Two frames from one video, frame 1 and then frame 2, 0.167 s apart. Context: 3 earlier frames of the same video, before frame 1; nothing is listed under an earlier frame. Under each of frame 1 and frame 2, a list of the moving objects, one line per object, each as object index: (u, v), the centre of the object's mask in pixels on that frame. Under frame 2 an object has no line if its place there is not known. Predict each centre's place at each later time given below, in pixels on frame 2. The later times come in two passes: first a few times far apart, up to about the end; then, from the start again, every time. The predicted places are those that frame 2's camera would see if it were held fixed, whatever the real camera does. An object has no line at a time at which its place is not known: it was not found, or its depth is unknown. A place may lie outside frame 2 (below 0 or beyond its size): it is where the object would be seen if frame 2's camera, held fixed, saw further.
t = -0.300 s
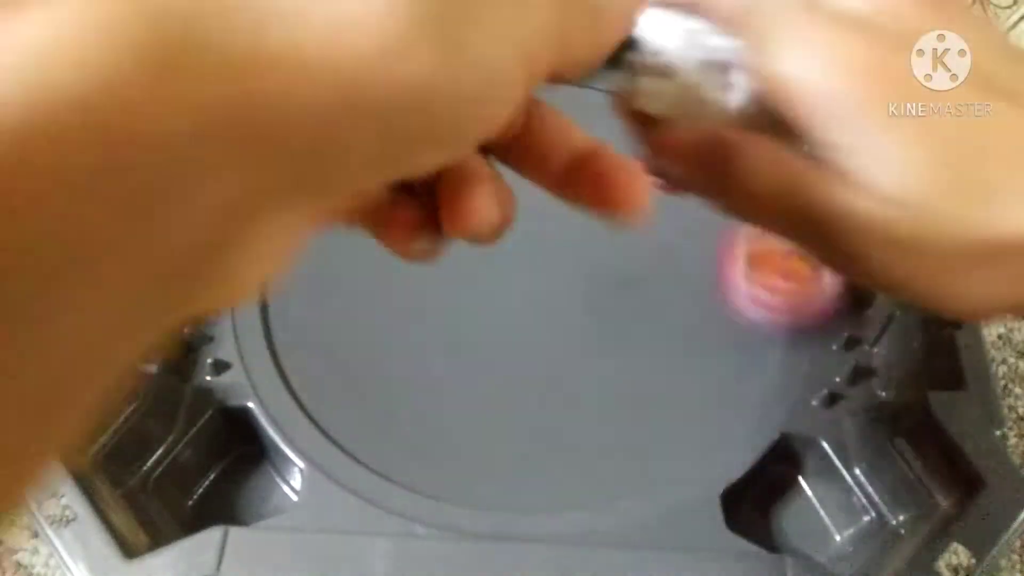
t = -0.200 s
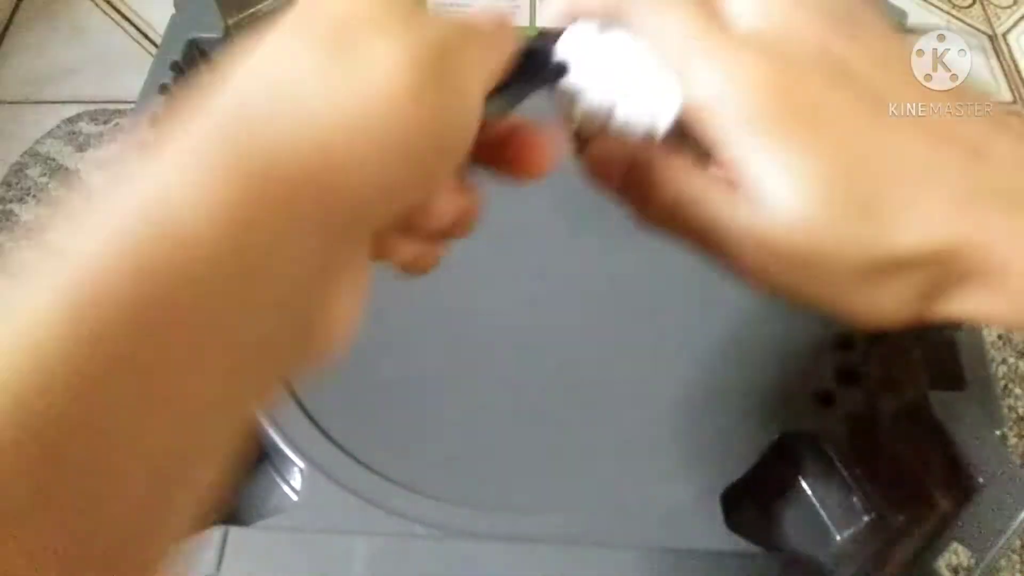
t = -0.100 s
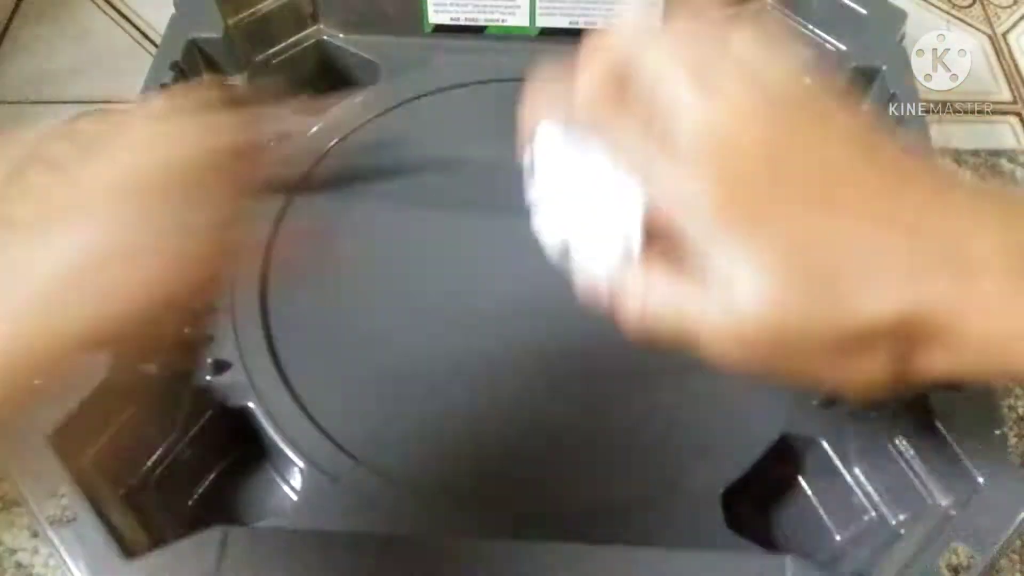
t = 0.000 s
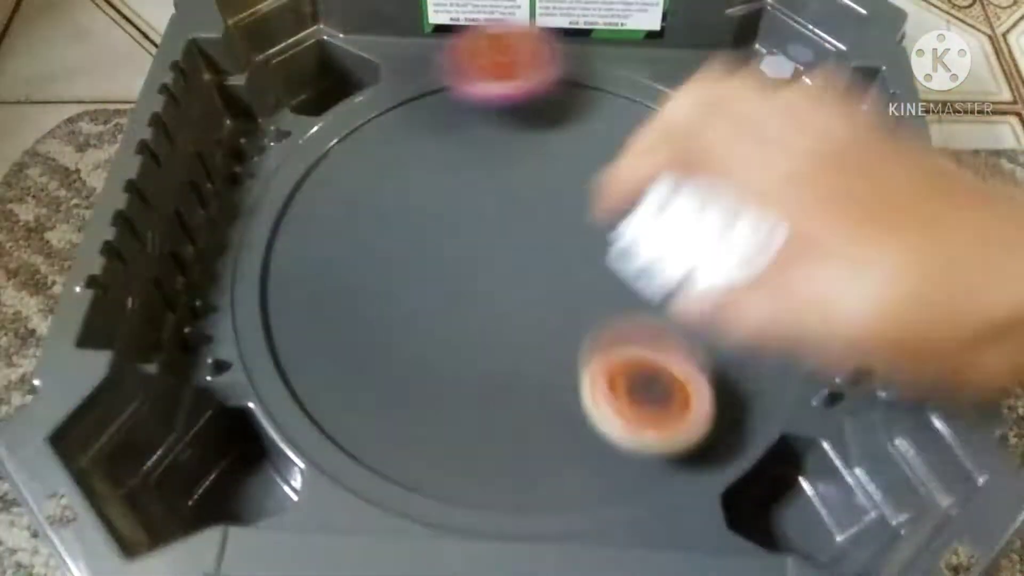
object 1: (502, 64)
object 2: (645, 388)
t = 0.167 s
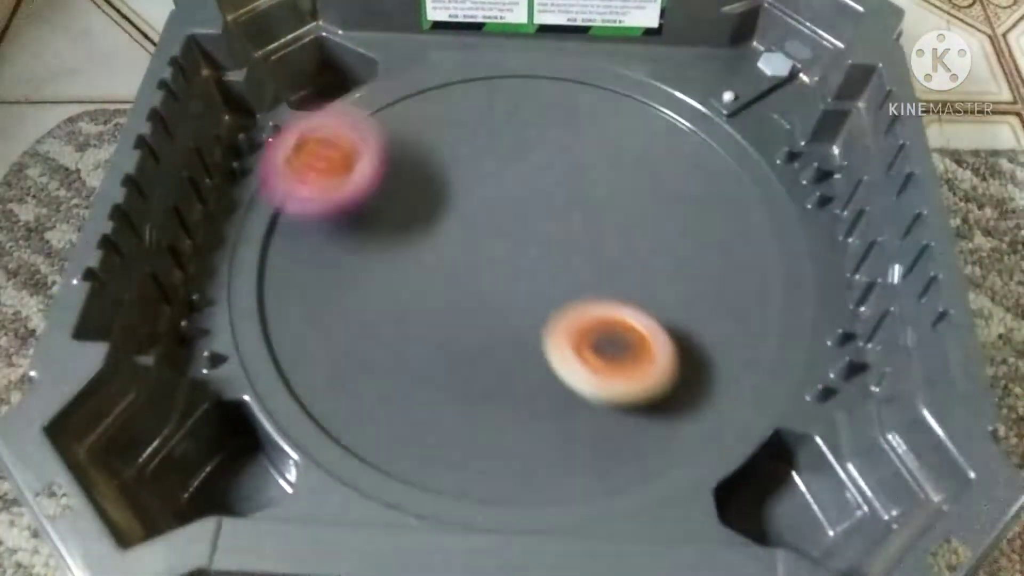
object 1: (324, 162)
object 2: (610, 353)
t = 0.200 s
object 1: (309, 198)
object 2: (595, 337)
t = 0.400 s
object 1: (443, 410)
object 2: (493, 228)
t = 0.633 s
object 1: (708, 313)
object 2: (464, 170)
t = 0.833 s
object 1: (654, 146)
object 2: (538, 217)
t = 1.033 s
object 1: (457, 145)
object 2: (625, 299)
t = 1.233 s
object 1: (396, 304)
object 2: (571, 324)
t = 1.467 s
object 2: (625, 210)
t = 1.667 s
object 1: (657, 287)
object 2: (647, 183)
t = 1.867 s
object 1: (566, 218)
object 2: (585, 119)
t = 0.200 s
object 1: (309, 198)
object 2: (595, 337)
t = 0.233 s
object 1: (305, 239)
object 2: (578, 319)
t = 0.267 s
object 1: (311, 284)
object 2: (558, 298)
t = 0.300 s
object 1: (327, 323)
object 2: (538, 282)
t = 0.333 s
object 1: (357, 360)
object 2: (521, 263)
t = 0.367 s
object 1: (397, 391)
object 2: (506, 245)
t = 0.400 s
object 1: (443, 410)
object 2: (493, 228)
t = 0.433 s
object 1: (491, 418)
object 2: (482, 213)
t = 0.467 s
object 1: (541, 418)
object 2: (473, 198)
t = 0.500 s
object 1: (587, 408)
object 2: (466, 188)
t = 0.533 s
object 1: (629, 394)
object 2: (463, 180)
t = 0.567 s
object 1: (664, 371)
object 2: (461, 174)
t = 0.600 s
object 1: (690, 345)
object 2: (461, 172)
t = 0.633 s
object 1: (708, 313)
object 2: (464, 170)
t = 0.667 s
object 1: (716, 284)
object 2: (469, 175)
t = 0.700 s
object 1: (718, 251)
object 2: (478, 180)
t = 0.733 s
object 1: (712, 220)
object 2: (490, 186)
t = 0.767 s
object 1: (698, 192)
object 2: (504, 194)
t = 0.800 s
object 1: (679, 167)
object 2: (521, 204)
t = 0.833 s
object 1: (654, 146)
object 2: (538, 217)
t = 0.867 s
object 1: (623, 131)
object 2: (557, 229)
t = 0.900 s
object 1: (591, 121)
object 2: (575, 241)
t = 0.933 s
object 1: (555, 119)
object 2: (590, 255)
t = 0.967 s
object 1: (521, 123)
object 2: (605, 270)
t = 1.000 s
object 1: (488, 131)
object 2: (618, 285)
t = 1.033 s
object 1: (457, 145)
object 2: (625, 299)
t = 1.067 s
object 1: (432, 164)
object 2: (627, 312)
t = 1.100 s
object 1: (410, 188)
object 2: (623, 321)
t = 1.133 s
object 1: (395, 216)
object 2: (615, 327)
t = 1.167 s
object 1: (386, 245)
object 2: (601, 329)
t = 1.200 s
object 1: (387, 276)
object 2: (586, 328)
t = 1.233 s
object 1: (396, 304)
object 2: (571, 324)
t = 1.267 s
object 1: (414, 332)
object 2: (555, 316)
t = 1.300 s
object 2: (556, 301)
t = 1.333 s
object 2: (572, 280)
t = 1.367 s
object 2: (586, 260)
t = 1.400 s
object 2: (601, 242)
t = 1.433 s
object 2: (614, 225)
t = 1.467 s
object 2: (625, 210)
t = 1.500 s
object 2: (635, 198)
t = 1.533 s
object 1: (610, 380)
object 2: (642, 188)
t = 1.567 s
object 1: (632, 359)
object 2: (646, 183)
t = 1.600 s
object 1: (647, 336)
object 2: (649, 180)
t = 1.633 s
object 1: (657, 311)
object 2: (649, 181)
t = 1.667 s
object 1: (657, 287)
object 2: (647, 183)
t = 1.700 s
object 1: (653, 275)
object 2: (641, 174)
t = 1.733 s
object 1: (644, 262)
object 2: (632, 162)
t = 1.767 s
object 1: (630, 249)
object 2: (622, 150)
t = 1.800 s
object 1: (613, 238)
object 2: (610, 137)
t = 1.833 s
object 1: (591, 227)
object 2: (598, 126)
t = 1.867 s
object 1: (566, 218)
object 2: (585, 119)
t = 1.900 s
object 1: (541, 211)
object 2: (573, 115)
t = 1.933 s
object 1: (516, 208)
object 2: (561, 114)
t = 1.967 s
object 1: (492, 213)
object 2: (549, 116)
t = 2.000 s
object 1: (470, 221)
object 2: (538, 119)
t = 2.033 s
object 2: (527, 126)
